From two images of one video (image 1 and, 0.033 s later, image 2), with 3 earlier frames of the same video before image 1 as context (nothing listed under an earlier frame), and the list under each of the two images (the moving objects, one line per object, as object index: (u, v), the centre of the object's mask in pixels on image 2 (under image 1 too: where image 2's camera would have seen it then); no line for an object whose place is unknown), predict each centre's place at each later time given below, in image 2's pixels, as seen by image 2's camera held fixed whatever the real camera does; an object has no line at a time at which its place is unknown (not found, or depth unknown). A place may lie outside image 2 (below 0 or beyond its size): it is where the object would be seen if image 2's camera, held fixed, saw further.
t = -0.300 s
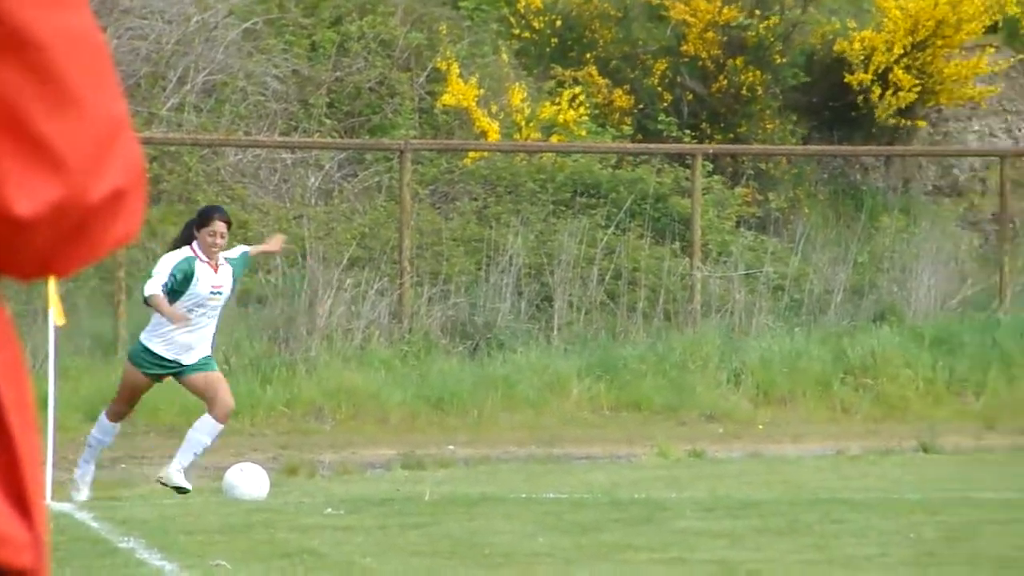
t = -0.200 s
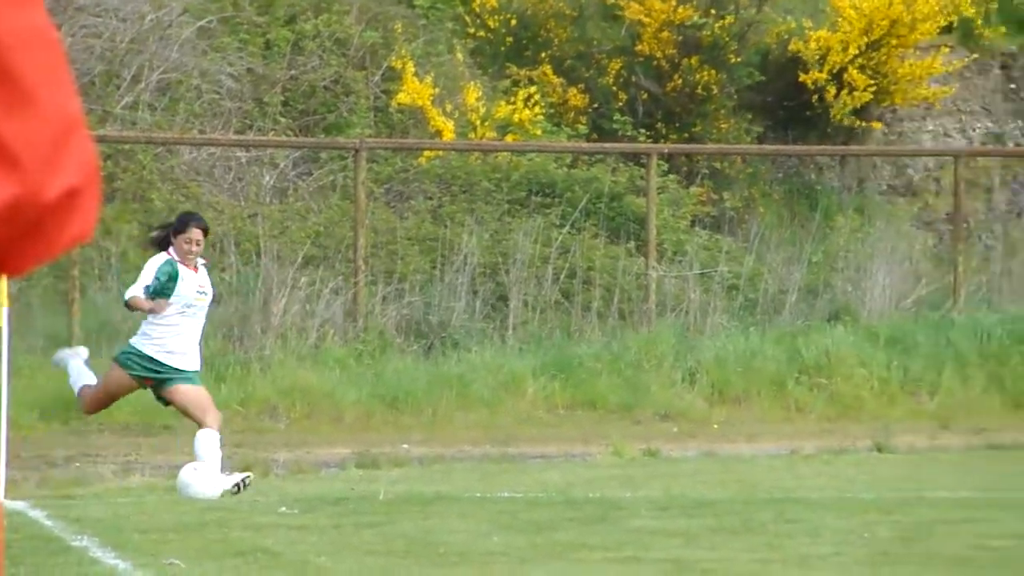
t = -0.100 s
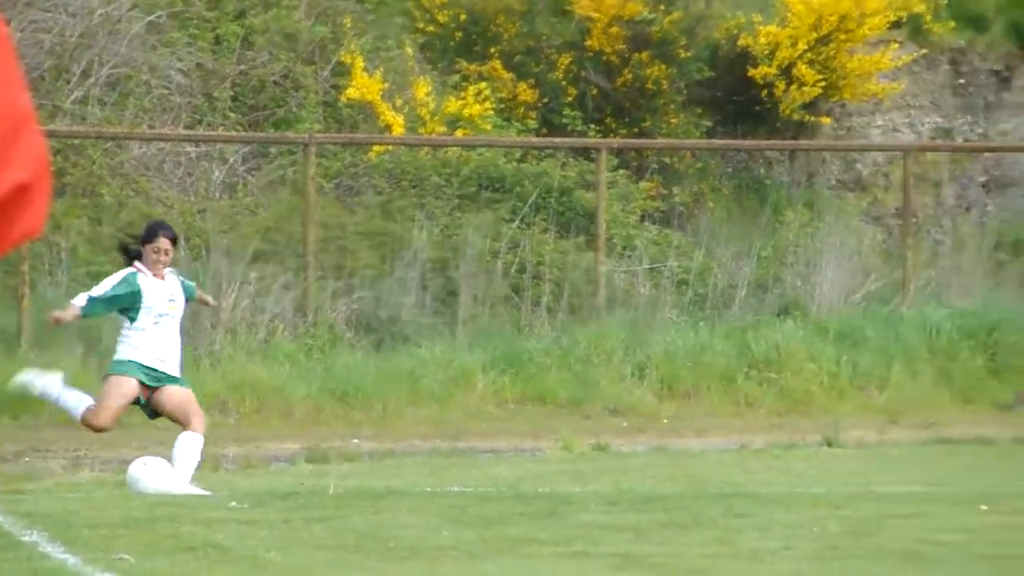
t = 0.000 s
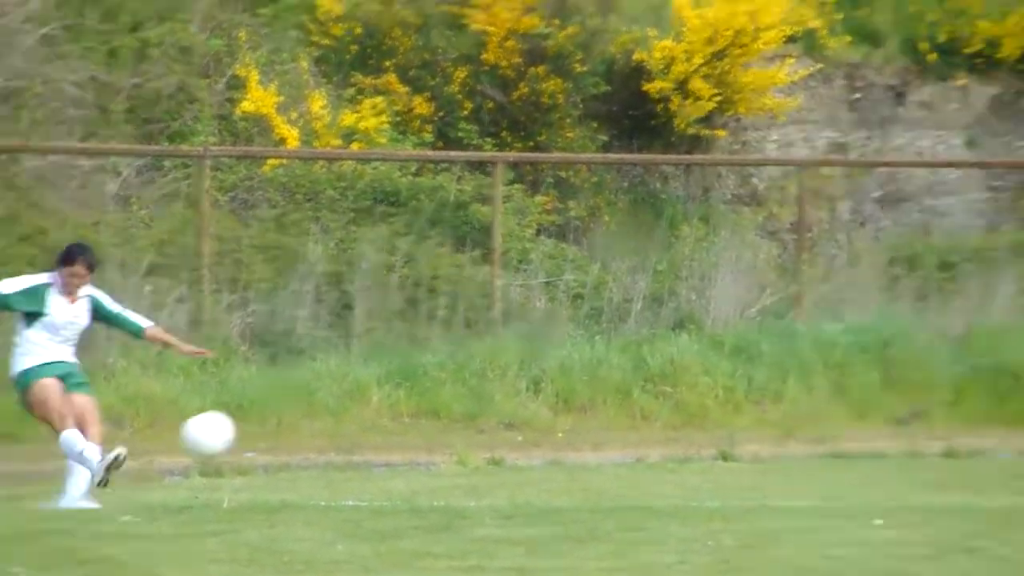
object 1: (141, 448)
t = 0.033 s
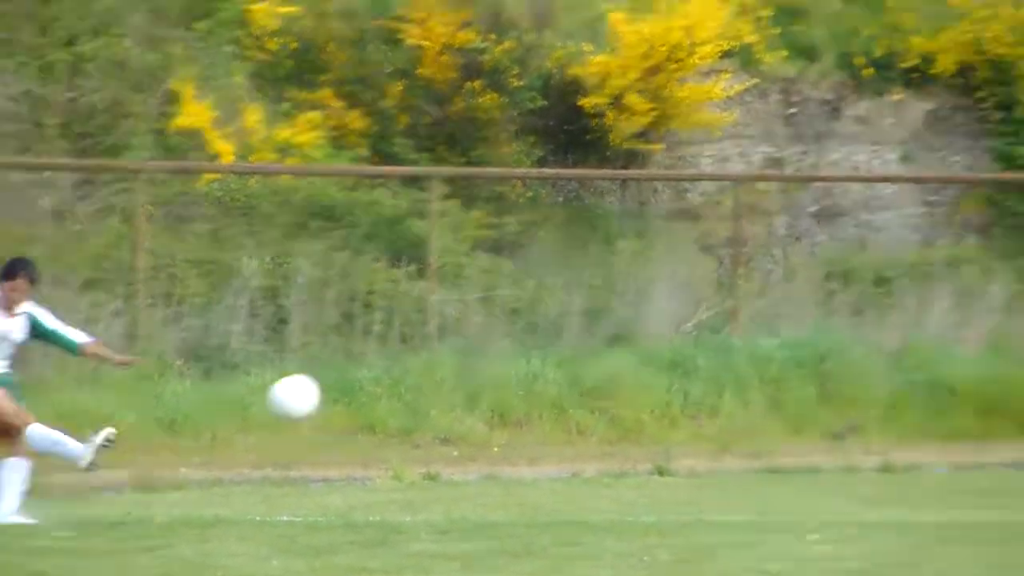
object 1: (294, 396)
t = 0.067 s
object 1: (442, 347)
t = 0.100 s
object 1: (589, 297)
